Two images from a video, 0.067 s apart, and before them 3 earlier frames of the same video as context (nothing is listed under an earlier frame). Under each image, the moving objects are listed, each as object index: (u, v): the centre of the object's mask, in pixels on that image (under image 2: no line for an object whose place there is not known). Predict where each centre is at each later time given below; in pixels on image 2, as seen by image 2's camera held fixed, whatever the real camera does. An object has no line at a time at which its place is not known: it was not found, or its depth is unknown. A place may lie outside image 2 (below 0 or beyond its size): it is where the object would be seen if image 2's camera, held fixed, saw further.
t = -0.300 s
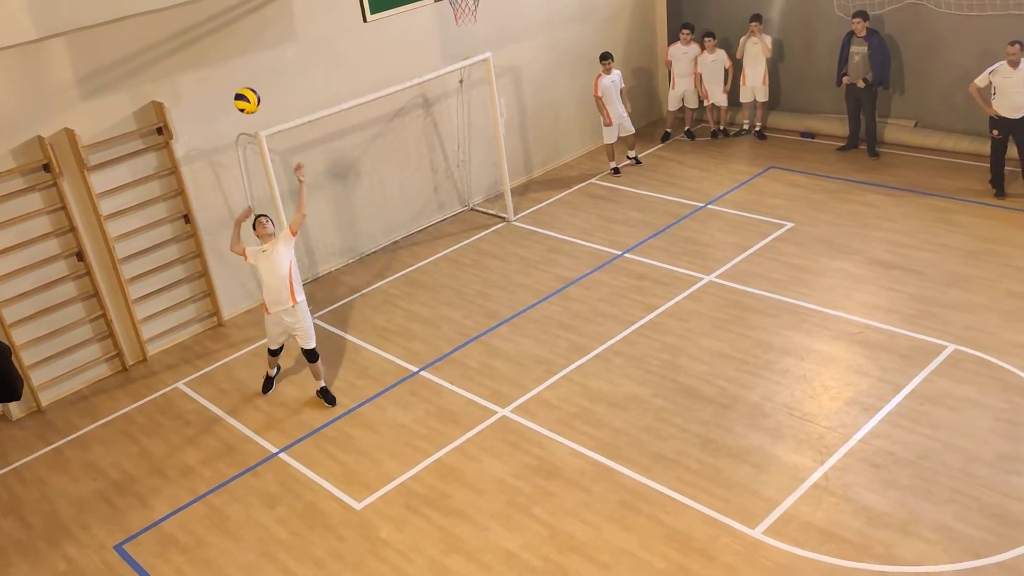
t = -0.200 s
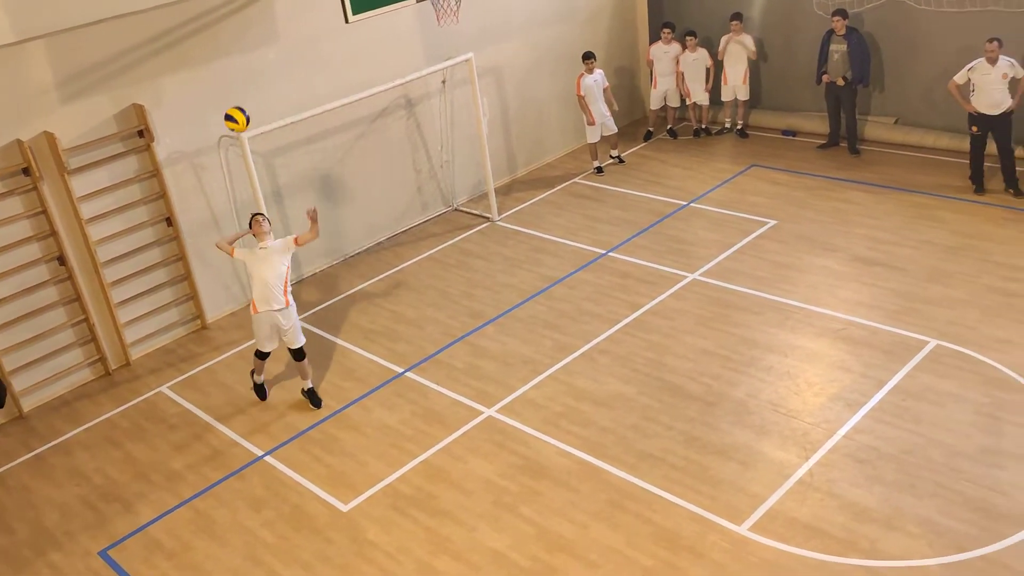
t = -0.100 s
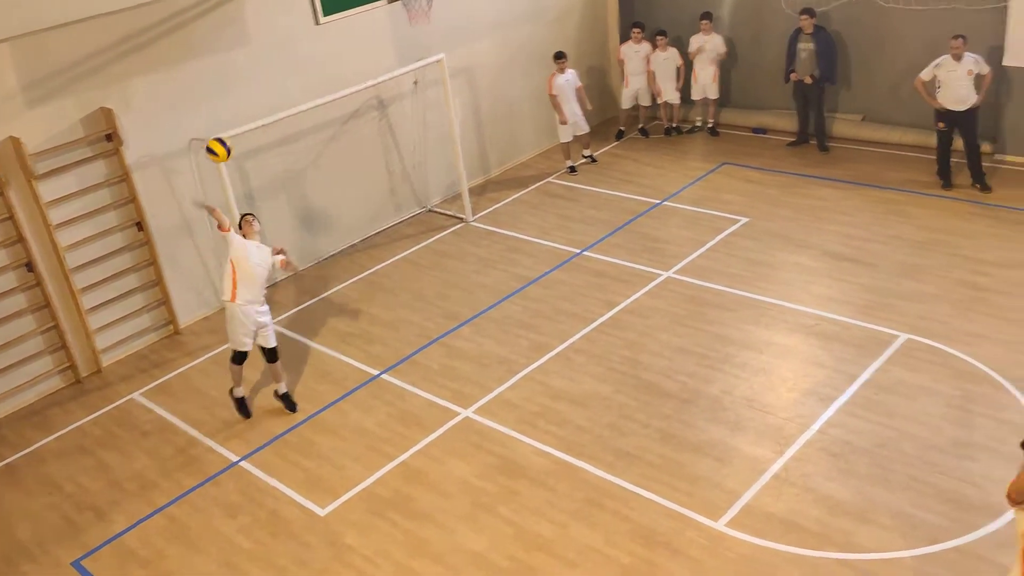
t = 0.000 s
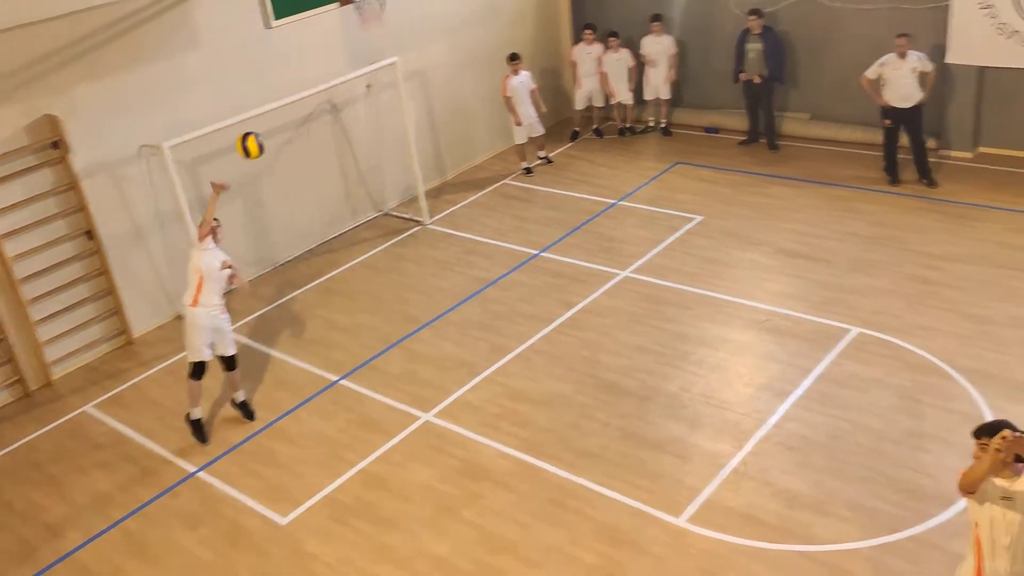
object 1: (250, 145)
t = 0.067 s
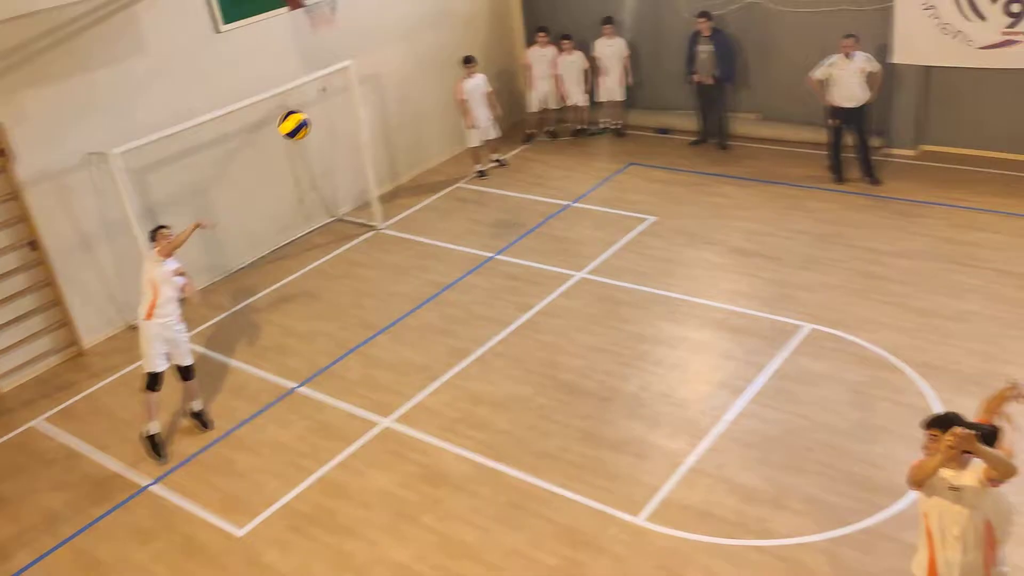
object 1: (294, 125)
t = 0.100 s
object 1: (346, 112)
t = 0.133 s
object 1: (398, 99)
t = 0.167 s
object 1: (455, 86)
